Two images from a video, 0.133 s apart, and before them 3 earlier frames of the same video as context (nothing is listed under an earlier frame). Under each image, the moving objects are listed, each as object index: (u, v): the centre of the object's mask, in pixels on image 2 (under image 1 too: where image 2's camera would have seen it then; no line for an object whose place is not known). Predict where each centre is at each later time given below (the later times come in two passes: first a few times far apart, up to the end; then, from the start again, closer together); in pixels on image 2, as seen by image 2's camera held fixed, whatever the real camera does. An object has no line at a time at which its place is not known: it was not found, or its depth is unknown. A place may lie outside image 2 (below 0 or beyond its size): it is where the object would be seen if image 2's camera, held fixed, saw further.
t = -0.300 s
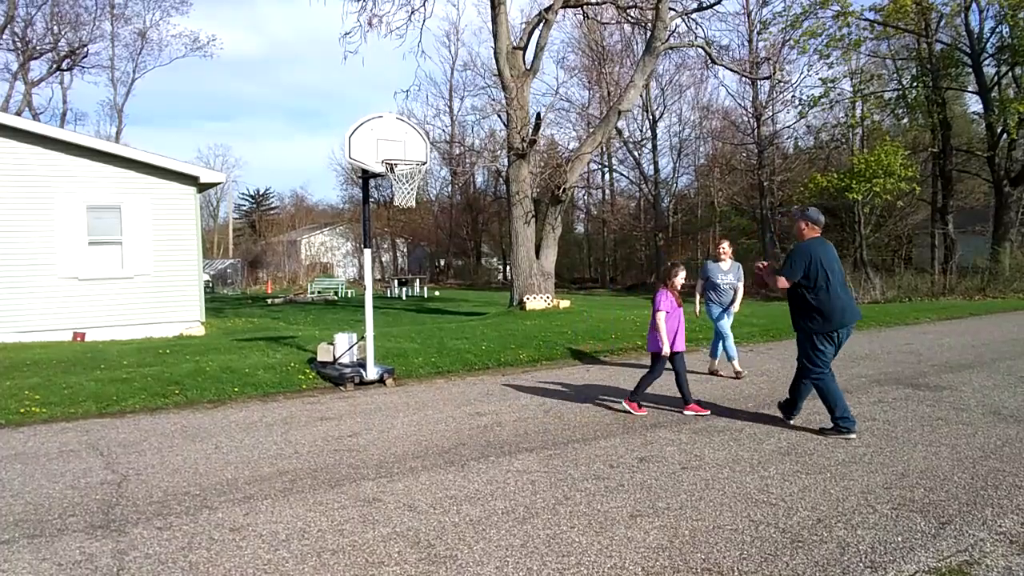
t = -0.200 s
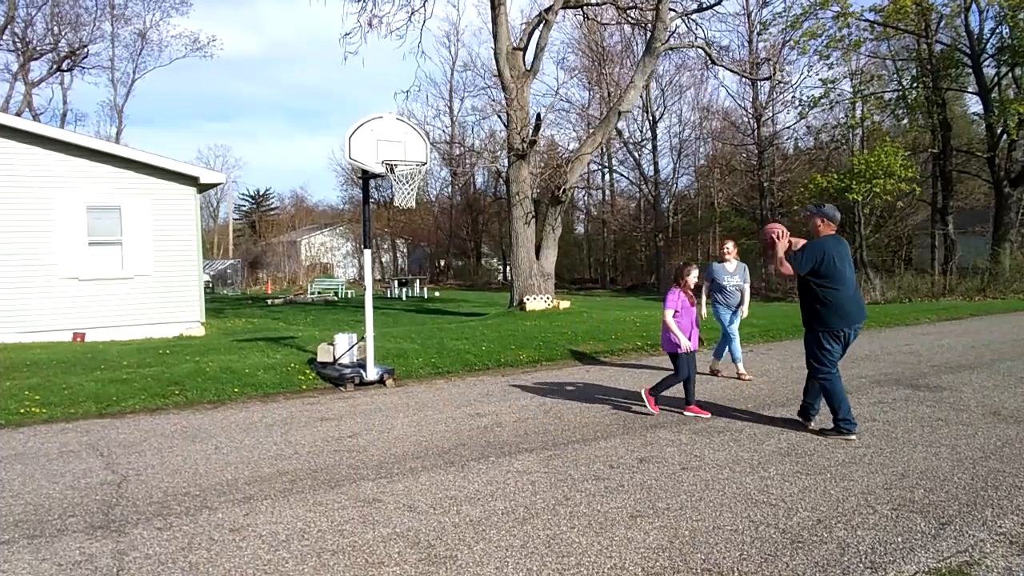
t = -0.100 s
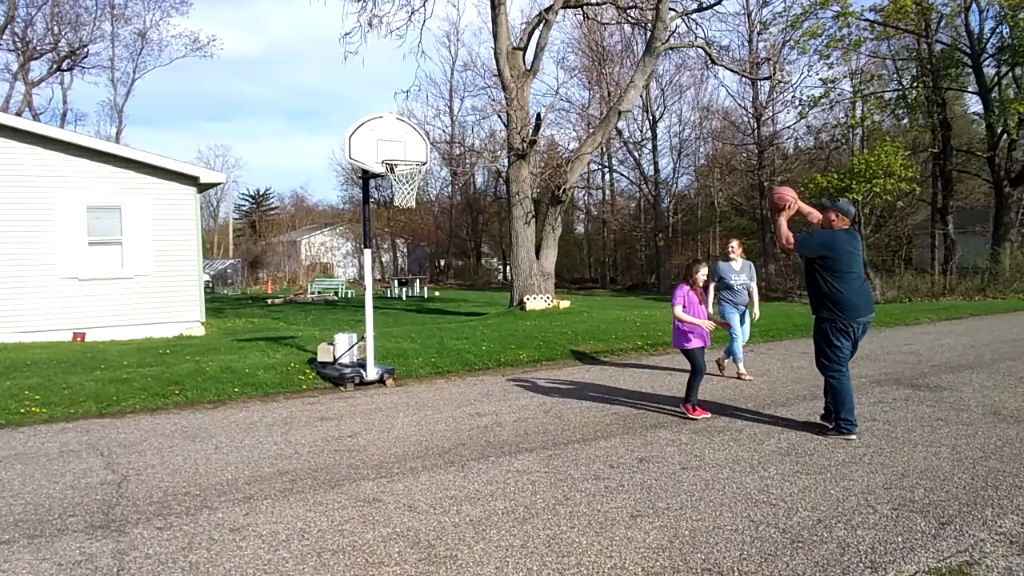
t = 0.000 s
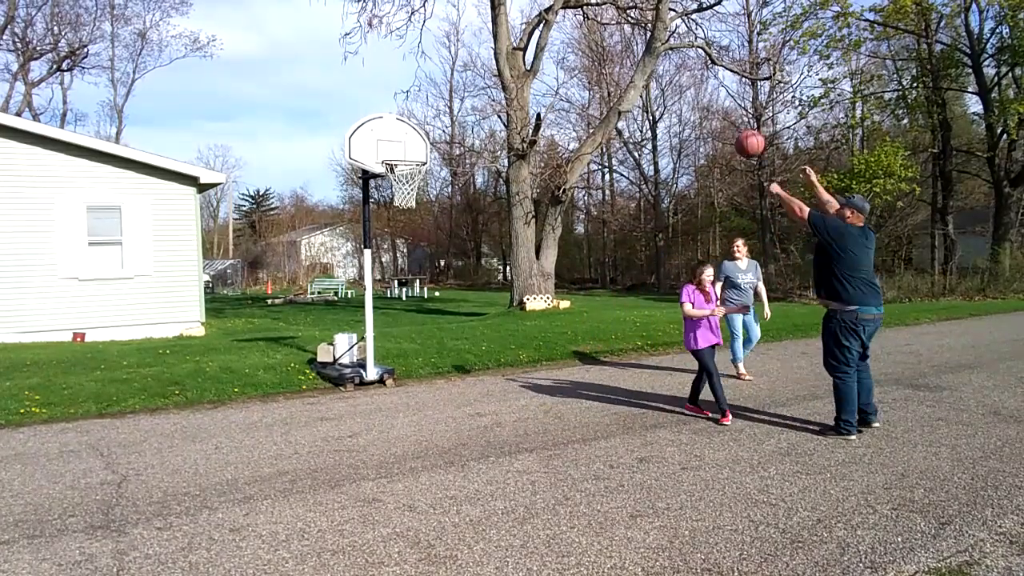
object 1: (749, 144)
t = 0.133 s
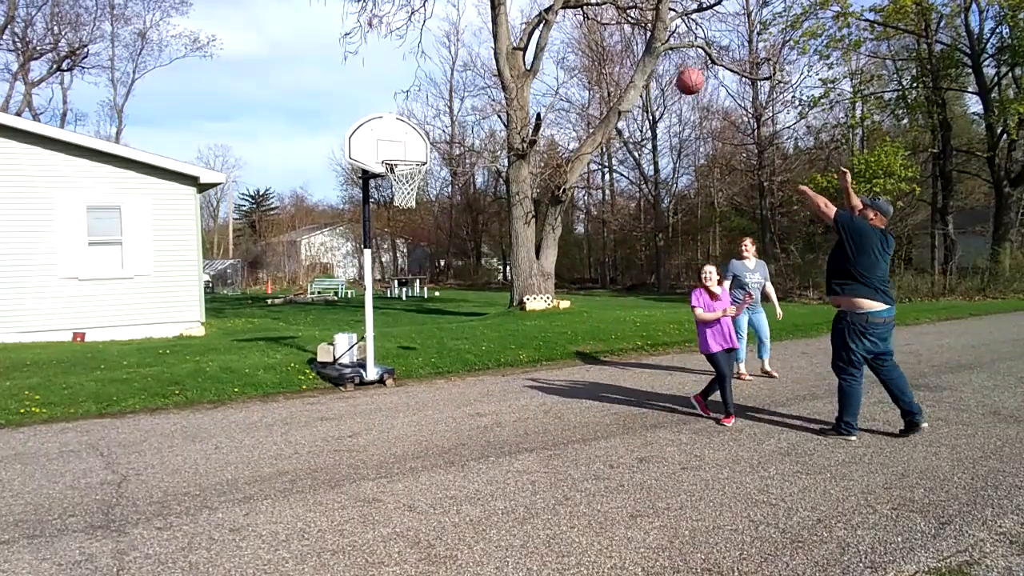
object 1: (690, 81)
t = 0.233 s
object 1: (648, 49)
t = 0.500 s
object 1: (550, 20)
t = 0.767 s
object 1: (468, 60)
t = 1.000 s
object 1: (407, 142)
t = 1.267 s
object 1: (407, 245)
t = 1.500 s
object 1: (424, 367)
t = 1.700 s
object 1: (444, 314)
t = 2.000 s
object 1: (480, 250)
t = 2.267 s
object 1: (513, 257)
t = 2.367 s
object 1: (527, 275)
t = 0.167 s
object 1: (676, 69)
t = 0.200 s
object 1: (662, 58)
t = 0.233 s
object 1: (648, 49)
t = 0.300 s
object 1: (622, 35)
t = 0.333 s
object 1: (609, 29)
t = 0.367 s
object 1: (597, 25)
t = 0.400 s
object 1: (585, 22)
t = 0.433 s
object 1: (573, 20)
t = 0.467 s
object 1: (561, 19)
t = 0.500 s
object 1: (550, 20)
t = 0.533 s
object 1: (539, 21)
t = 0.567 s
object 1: (528, 25)
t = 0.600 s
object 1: (518, 27)
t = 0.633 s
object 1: (507, 33)
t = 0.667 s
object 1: (497, 38)
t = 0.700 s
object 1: (487, 44)
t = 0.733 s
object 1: (477, 52)
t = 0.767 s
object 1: (468, 60)
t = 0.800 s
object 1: (459, 69)
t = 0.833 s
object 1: (450, 79)
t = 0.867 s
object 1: (441, 90)
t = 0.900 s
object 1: (432, 102)
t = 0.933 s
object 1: (424, 114)
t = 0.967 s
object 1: (415, 128)
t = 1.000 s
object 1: (407, 142)
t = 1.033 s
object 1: (399, 156)
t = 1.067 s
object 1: (393, 170)
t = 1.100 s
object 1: (395, 183)
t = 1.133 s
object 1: (400, 198)
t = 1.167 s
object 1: (399, 206)
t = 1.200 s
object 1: (402, 217)
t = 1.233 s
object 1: (404, 231)
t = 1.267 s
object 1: (407, 245)
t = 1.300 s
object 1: (409, 260)
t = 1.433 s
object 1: (418, 327)
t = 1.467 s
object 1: (421, 347)
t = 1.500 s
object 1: (424, 367)
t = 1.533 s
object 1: (425, 380)
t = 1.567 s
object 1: (430, 365)
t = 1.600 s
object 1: (433, 351)
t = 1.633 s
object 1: (437, 338)
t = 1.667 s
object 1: (441, 325)
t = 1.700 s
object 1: (444, 314)
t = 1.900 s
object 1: (468, 263)
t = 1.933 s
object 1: (471, 258)
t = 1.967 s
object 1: (476, 254)
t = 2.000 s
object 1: (480, 250)
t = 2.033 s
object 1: (484, 248)
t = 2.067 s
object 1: (488, 246)
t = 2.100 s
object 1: (492, 246)
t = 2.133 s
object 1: (496, 246)
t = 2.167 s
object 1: (500, 247)
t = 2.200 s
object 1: (504, 249)
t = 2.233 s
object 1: (508, 252)
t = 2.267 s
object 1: (513, 257)
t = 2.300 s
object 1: (516, 261)
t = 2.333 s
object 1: (521, 267)
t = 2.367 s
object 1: (527, 275)
